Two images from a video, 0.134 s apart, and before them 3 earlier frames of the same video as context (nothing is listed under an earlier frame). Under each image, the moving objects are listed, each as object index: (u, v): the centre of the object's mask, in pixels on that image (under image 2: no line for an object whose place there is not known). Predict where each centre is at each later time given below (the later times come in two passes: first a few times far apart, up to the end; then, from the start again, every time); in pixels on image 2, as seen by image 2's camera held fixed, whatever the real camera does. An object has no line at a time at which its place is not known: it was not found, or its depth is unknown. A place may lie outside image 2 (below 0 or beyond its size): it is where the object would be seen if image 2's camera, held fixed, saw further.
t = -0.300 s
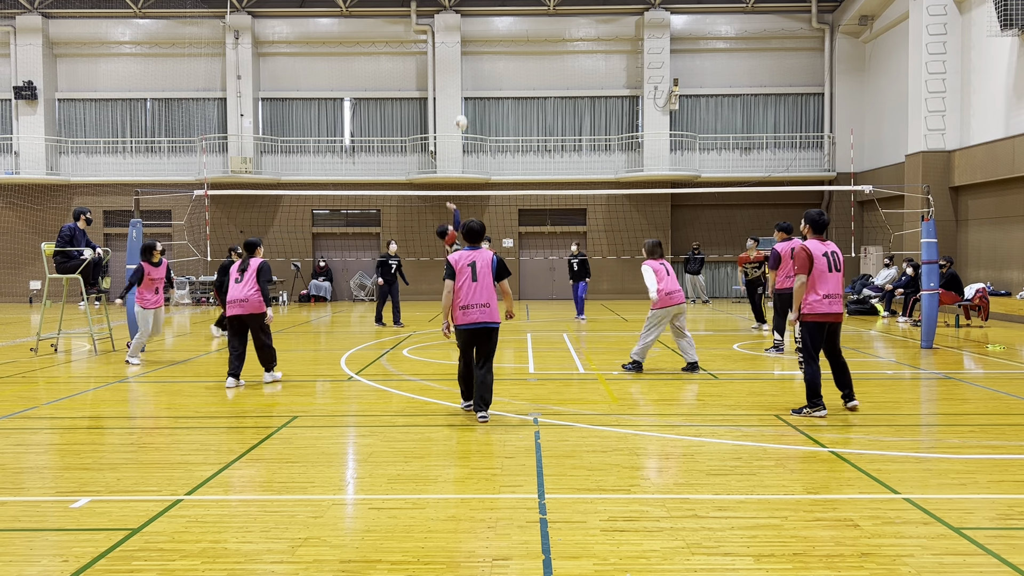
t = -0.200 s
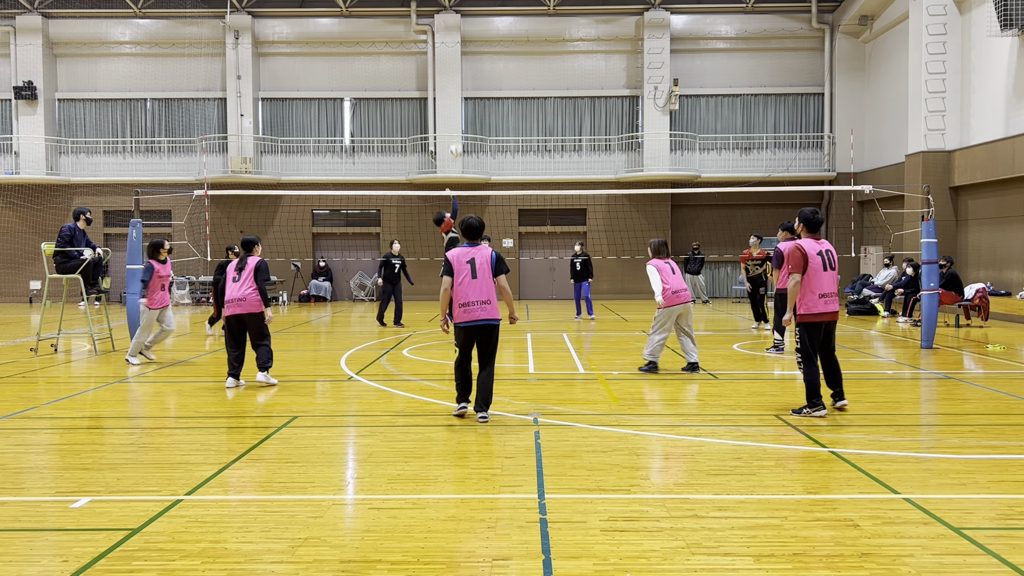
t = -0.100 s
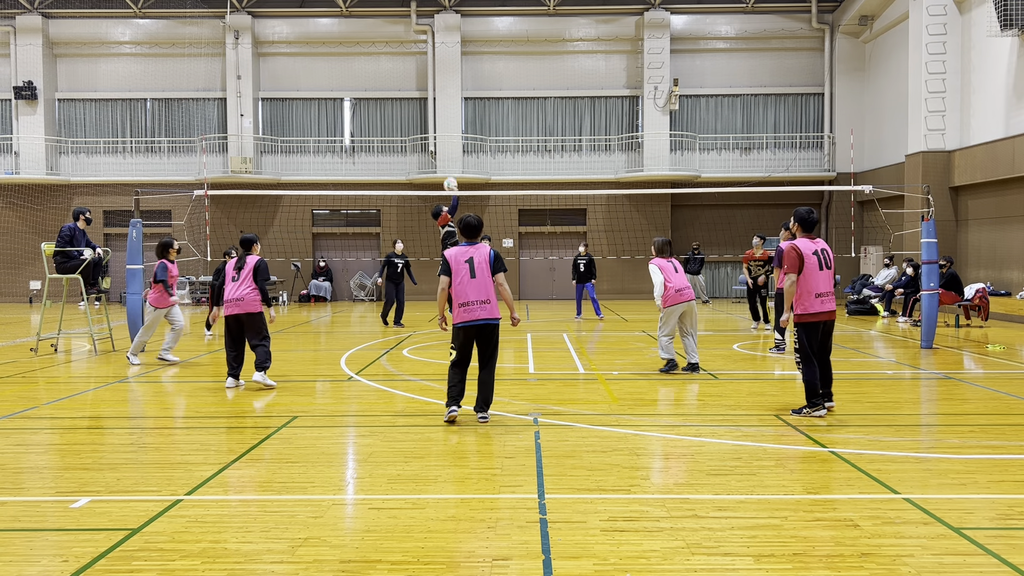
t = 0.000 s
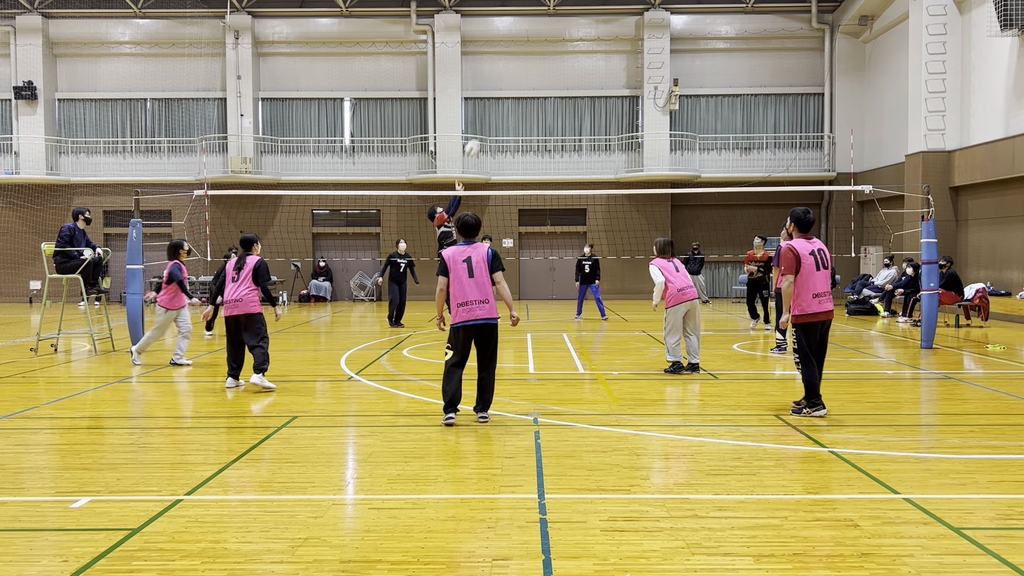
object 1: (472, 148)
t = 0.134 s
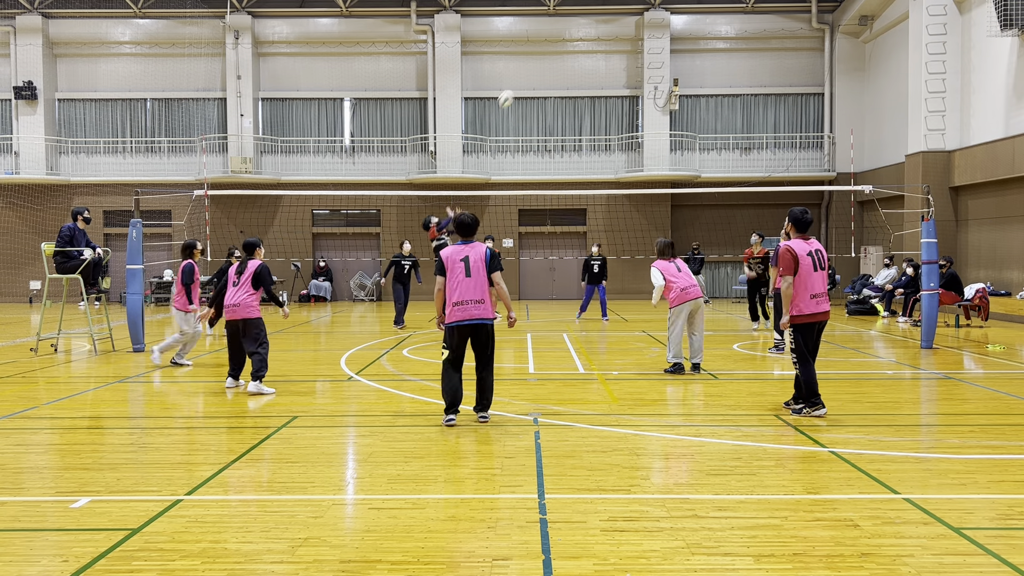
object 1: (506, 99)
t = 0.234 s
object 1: (529, 68)
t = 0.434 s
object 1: (575, 31)
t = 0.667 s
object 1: (628, 20)
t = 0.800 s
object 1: (657, 31)
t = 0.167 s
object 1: (514, 87)
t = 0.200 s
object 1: (521, 78)
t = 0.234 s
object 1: (529, 68)
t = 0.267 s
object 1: (537, 60)
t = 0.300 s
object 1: (545, 53)
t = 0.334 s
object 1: (553, 46)
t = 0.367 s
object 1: (560, 41)
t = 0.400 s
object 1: (568, 35)
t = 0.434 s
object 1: (575, 31)
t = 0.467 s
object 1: (583, 26)
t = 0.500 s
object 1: (591, 24)
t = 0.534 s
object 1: (598, 22)
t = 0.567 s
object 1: (606, 20)
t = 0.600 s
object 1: (613, 19)
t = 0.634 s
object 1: (620, 19)
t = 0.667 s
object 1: (628, 20)
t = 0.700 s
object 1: (635, 22)
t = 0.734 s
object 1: (642, 24)
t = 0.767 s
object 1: (649, 27)
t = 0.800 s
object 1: (657, 31)
